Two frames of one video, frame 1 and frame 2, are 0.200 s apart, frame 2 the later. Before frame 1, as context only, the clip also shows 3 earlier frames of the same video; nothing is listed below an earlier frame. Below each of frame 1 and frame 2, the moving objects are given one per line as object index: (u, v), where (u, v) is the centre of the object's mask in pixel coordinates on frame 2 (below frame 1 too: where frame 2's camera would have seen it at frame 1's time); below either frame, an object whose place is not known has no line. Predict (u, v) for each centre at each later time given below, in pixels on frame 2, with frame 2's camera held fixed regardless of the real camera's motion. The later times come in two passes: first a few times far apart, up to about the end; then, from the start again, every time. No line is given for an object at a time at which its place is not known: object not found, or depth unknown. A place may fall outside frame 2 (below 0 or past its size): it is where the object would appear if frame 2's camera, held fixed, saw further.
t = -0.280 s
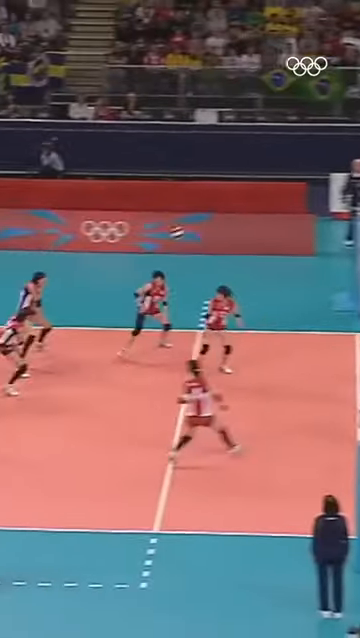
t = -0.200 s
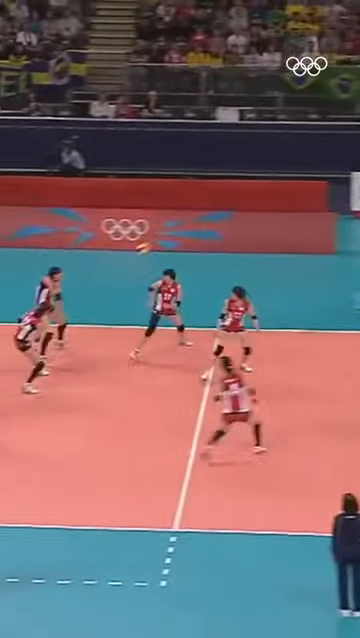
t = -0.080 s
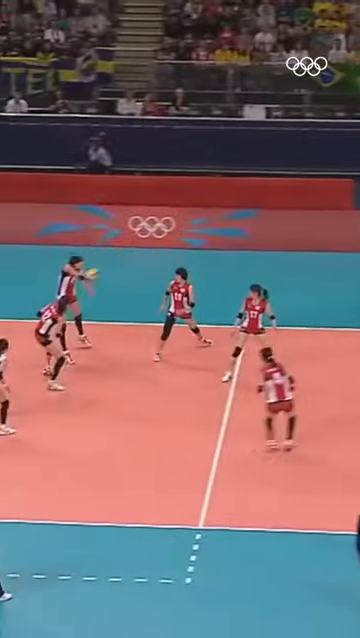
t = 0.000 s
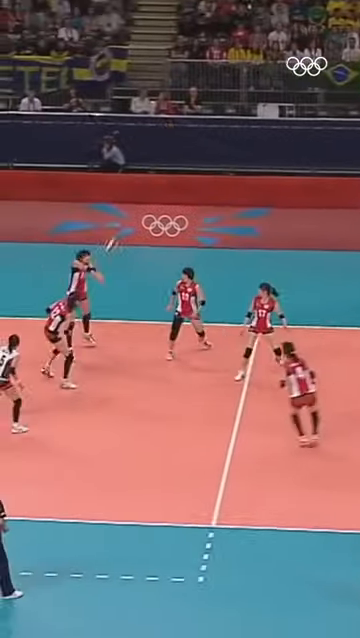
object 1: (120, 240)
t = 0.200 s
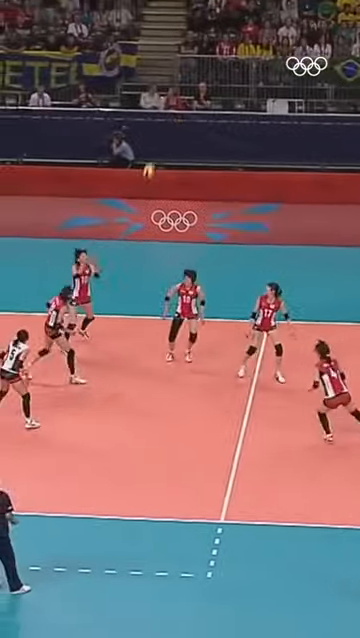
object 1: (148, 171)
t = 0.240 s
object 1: (154, 159)
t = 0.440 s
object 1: (183, 116)
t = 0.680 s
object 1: (218, 94)
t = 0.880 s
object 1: (248, 100)
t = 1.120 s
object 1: (284, 138)
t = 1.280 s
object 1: (307, 181)
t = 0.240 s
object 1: (154, 159)
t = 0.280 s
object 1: (160, 149)
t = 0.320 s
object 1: (166, 140)
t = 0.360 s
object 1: (171, 131)
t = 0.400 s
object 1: (177, 123)
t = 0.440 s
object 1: (183, 116)
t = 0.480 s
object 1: (189, 110)
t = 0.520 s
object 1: (195, 104)
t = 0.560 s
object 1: (202, 102)
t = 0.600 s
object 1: (207, 98)
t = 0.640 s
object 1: (213, 96)
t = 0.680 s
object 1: (218, 94)
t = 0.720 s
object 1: (224, 93)
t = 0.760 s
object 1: (231, 93)
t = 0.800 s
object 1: (237, 94)
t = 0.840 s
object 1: (243, 97)
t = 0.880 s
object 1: (248, 100)
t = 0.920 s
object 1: (254, 104)
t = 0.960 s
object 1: (260, 108)
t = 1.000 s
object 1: (265, 114)
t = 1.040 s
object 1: (272, 122)
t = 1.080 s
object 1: (278, 129)
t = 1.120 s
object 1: (284, 138)
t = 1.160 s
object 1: (290, 147)
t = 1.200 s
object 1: (296, 158)
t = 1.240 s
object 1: (302, 168)
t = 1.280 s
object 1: (307, 181)
